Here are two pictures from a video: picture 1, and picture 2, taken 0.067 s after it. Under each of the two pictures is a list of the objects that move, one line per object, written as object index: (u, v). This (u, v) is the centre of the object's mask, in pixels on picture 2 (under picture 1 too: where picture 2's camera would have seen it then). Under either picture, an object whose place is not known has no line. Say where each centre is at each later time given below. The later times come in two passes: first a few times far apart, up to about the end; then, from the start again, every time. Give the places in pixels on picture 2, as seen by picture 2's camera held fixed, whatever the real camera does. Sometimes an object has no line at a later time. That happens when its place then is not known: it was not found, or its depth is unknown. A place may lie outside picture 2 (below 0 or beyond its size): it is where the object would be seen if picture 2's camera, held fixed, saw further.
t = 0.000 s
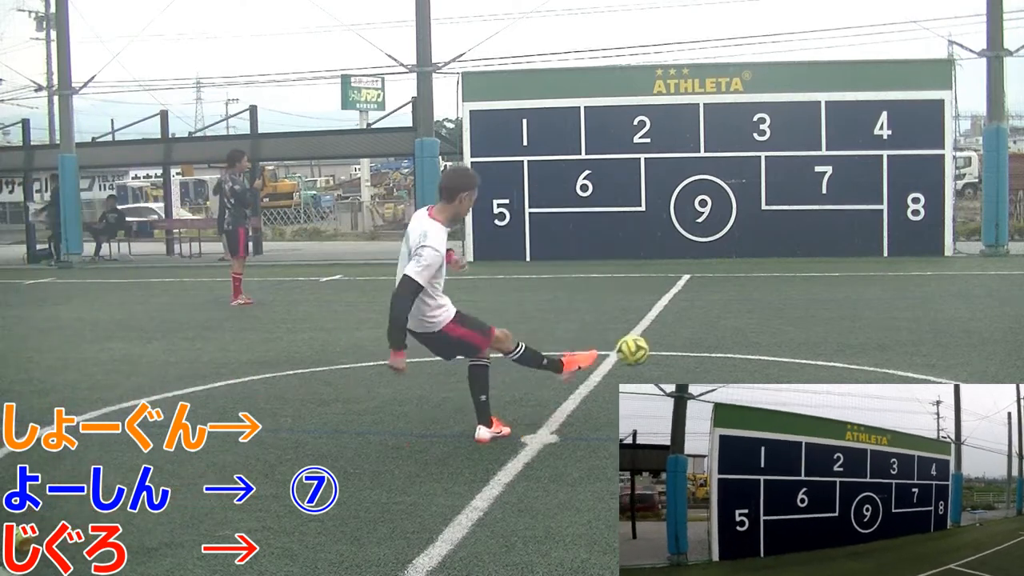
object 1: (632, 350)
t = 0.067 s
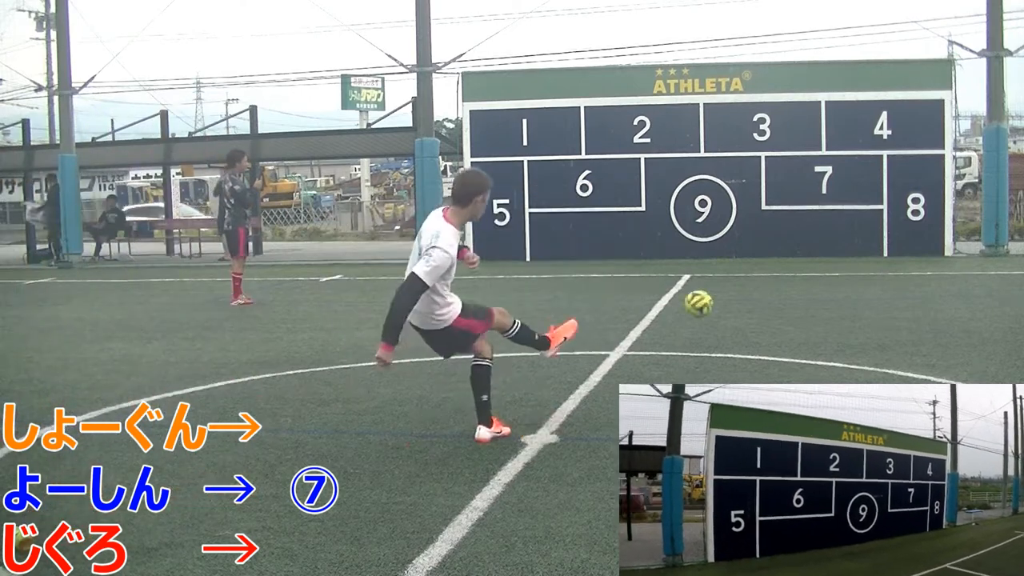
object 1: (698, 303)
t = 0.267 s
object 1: (816, 248)
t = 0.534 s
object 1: (883, 260)
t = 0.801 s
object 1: (917, 230)
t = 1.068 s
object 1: (966, 250)
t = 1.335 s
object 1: (1016, 270)
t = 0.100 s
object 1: (725, 287)
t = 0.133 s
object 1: (748, 273)
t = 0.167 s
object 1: (769, 263)
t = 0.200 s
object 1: (787, 257)
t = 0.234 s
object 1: (802, 251)
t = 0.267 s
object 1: (816, 248)
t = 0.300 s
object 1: (828, 247)
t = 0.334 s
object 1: (839, 247)
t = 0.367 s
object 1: (848, 247)
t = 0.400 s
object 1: (857, 249)
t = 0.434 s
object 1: (864, 252)
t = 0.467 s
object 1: (872, 255)
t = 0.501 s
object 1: (878, 258)
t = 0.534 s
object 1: (883, 260)
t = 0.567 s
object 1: (886, 253)
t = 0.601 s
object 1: (890, 247)
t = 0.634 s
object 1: (893, 242)
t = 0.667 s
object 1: (896, 237)
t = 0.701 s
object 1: (901, 234)
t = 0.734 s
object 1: (906, 232)
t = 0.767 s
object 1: (911, 231)
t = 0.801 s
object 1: (917, 230)
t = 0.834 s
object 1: (922, 230)
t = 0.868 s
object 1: (928, 230)
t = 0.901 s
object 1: (934, 231)
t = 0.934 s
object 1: (940, 233)
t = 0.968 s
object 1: (946, 237)
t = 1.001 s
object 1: (953, 240)
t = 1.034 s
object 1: (960, 245)
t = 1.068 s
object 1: (966, 250)
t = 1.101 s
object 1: (974, 257)
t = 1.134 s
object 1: (981, 265)
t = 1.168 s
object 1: (990, 275)
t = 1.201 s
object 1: (994, 273)
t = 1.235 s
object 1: (999, 271)
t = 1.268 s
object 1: (1005, 270)
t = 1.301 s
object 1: (1011, 268)
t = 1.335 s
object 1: (1016, 270)
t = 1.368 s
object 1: (1018, 271)
